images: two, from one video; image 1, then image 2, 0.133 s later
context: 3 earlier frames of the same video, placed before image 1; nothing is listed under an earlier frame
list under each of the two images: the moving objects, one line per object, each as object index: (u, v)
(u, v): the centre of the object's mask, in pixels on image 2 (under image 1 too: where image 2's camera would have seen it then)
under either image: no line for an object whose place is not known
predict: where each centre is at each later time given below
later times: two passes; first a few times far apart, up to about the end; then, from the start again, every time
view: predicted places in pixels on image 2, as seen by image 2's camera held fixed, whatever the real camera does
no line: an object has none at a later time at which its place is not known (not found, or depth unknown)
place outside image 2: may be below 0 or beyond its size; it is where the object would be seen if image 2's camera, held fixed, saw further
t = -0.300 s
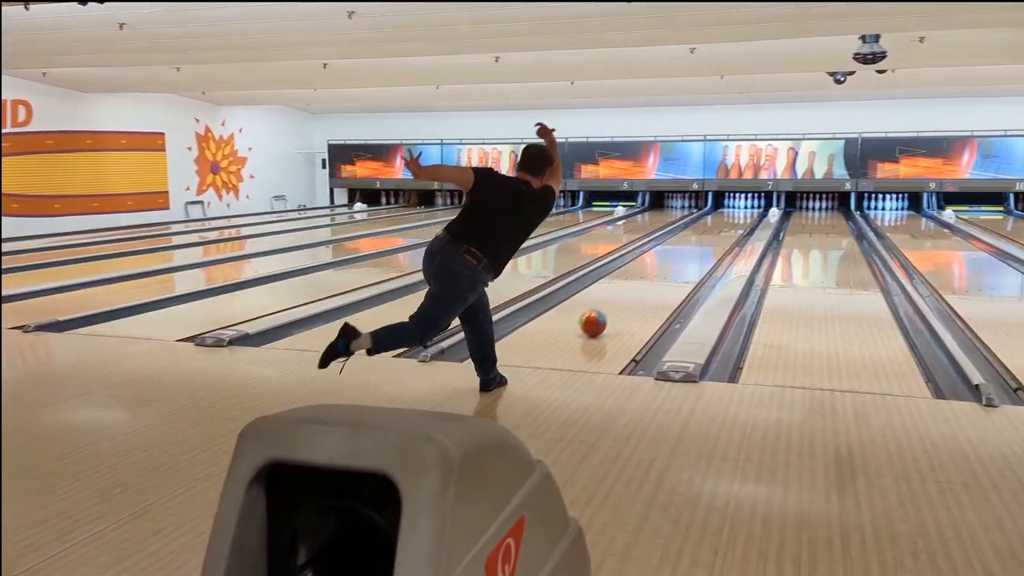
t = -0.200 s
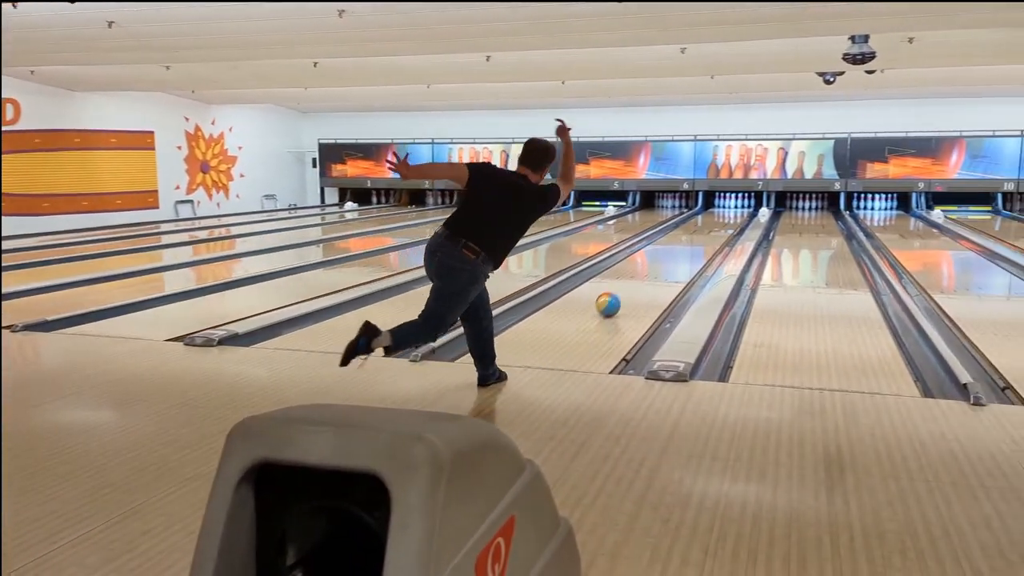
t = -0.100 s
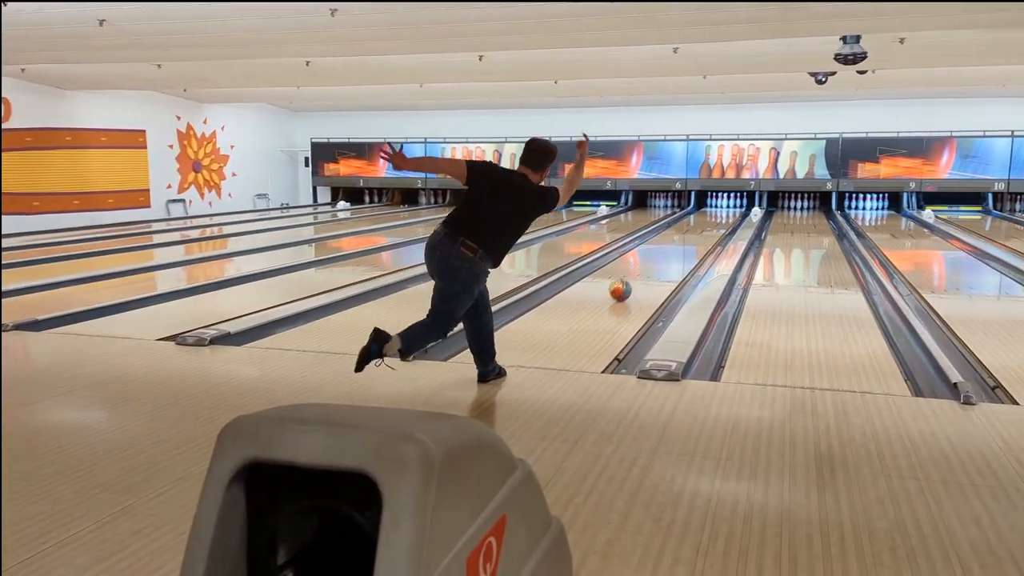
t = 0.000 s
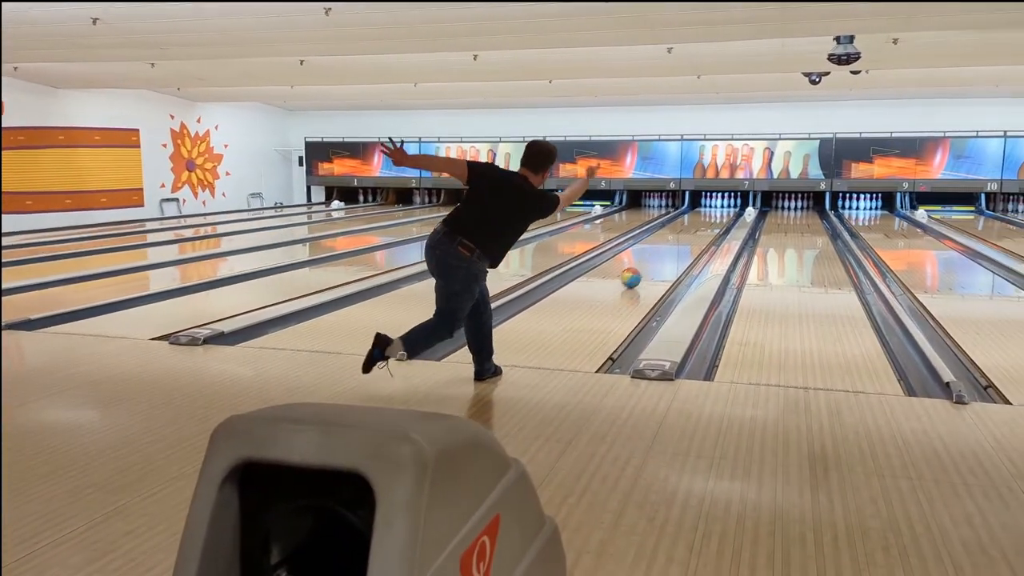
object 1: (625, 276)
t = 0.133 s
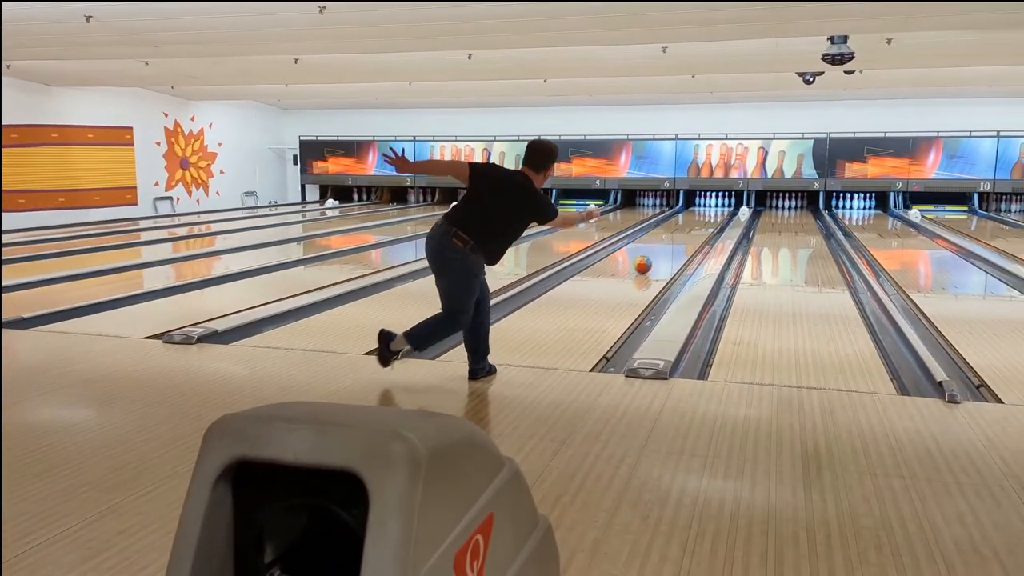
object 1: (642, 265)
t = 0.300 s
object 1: (659, 252)
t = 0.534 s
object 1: (678, 239)
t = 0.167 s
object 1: (646, 262)
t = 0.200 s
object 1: (650, 259)
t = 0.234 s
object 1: (653, 256)
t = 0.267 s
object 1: (656, 254)
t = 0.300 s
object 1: (659, 252)
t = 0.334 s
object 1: (663, 250)
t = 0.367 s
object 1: (665, 248)
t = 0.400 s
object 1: (668, 245)
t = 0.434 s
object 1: (670, 243)
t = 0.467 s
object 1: (673, 241)
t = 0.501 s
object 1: (675, 240)
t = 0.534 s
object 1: (678, 239)
